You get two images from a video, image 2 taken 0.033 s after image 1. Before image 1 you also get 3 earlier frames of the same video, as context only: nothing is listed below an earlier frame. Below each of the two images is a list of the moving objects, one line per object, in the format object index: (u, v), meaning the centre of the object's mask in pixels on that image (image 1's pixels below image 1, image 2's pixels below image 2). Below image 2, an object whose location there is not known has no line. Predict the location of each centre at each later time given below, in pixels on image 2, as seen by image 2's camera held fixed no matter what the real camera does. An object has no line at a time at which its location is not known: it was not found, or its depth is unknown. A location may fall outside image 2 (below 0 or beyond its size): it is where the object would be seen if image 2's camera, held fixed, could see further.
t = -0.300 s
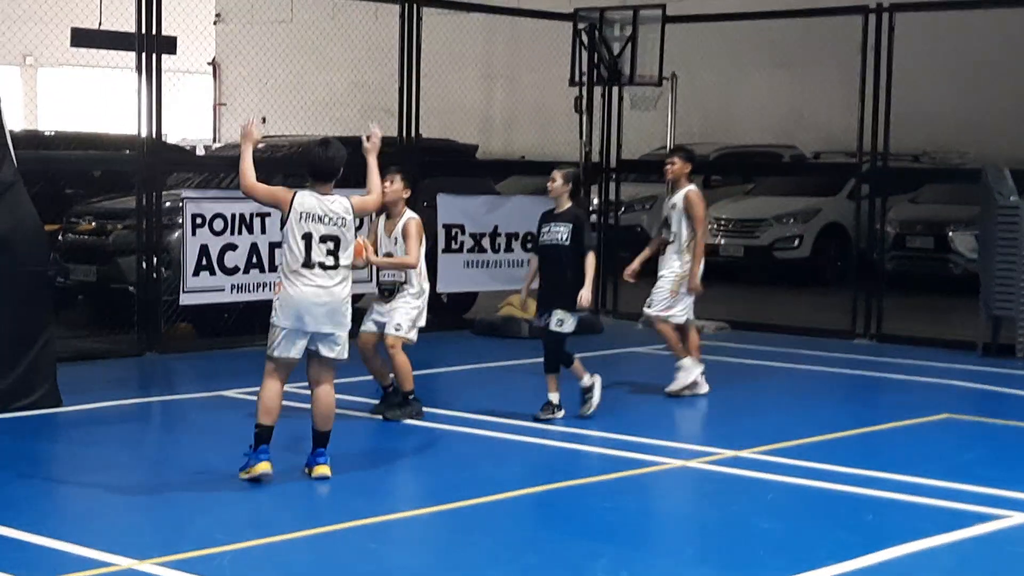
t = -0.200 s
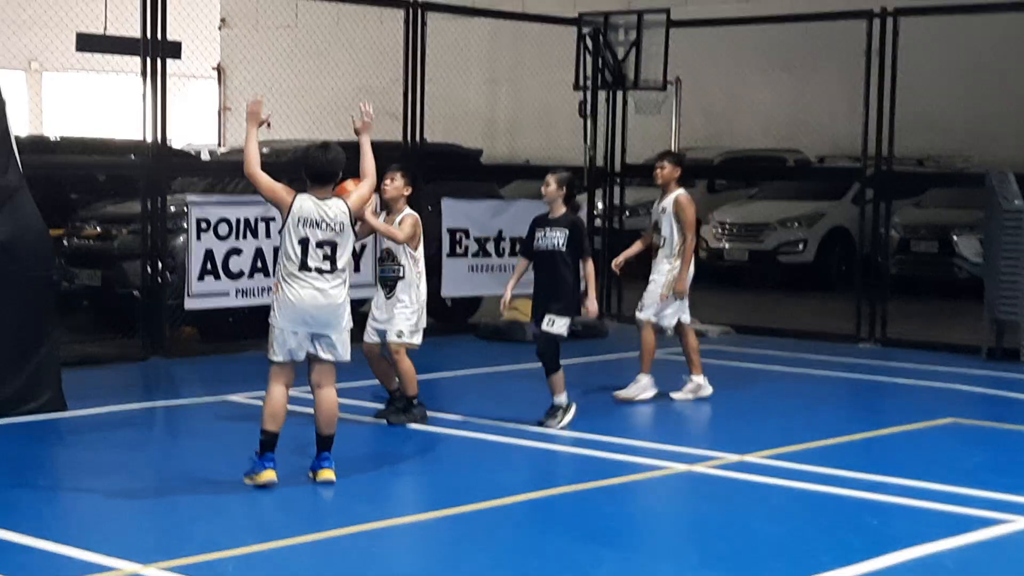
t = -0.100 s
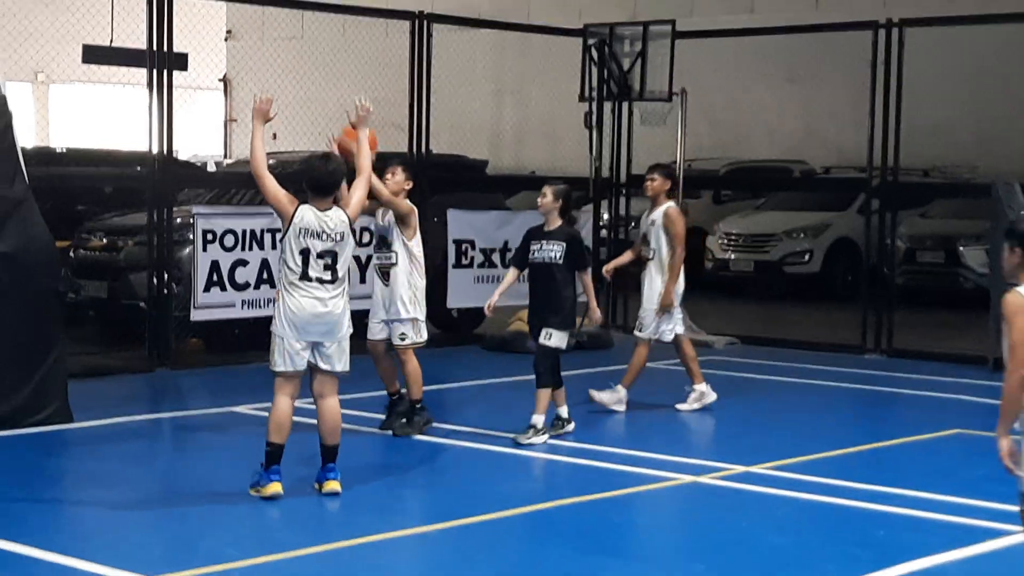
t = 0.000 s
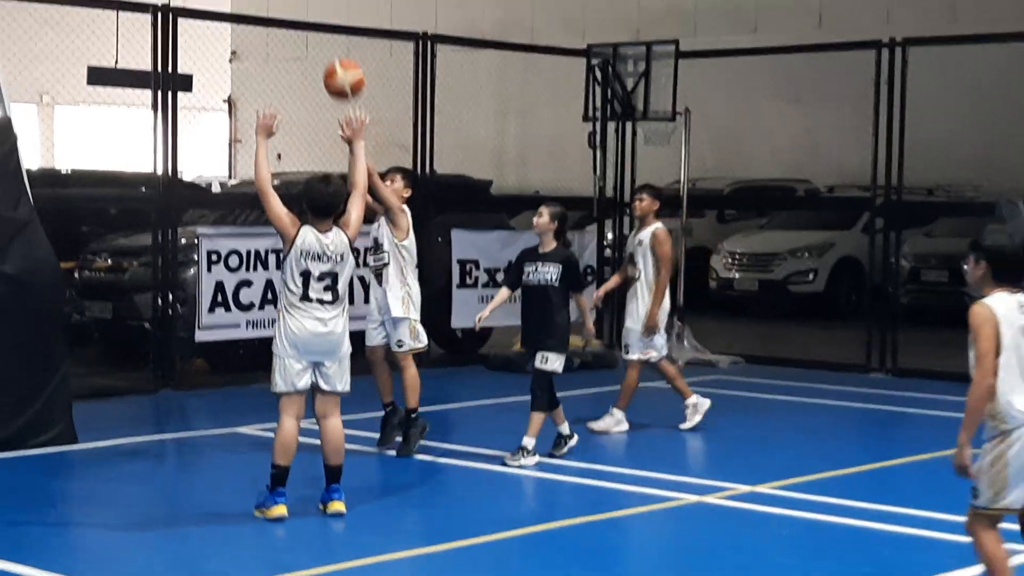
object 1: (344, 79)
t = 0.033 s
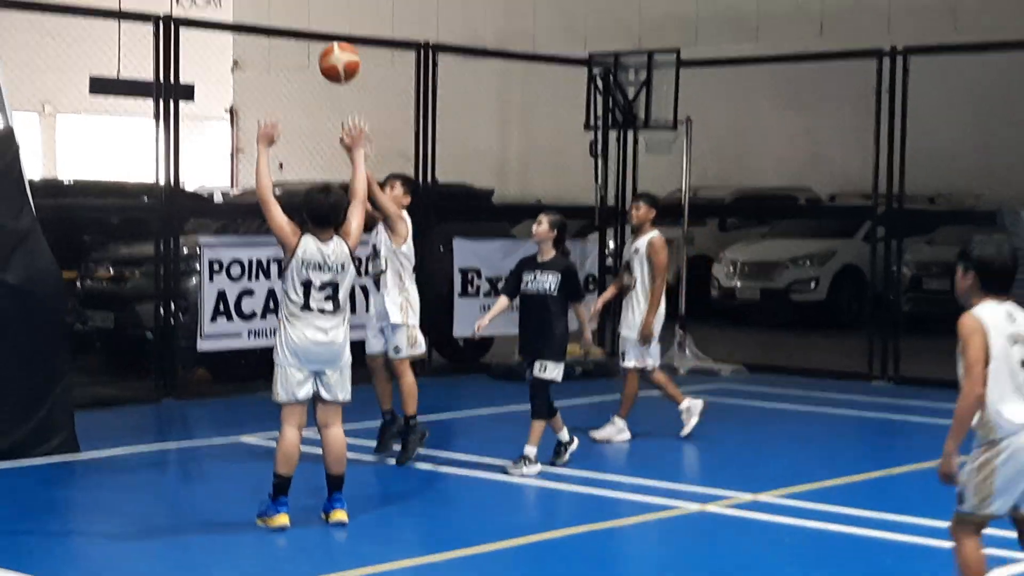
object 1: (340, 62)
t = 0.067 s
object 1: (332, 37)
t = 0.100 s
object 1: (325, 13)
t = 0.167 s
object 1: (312, -31)
